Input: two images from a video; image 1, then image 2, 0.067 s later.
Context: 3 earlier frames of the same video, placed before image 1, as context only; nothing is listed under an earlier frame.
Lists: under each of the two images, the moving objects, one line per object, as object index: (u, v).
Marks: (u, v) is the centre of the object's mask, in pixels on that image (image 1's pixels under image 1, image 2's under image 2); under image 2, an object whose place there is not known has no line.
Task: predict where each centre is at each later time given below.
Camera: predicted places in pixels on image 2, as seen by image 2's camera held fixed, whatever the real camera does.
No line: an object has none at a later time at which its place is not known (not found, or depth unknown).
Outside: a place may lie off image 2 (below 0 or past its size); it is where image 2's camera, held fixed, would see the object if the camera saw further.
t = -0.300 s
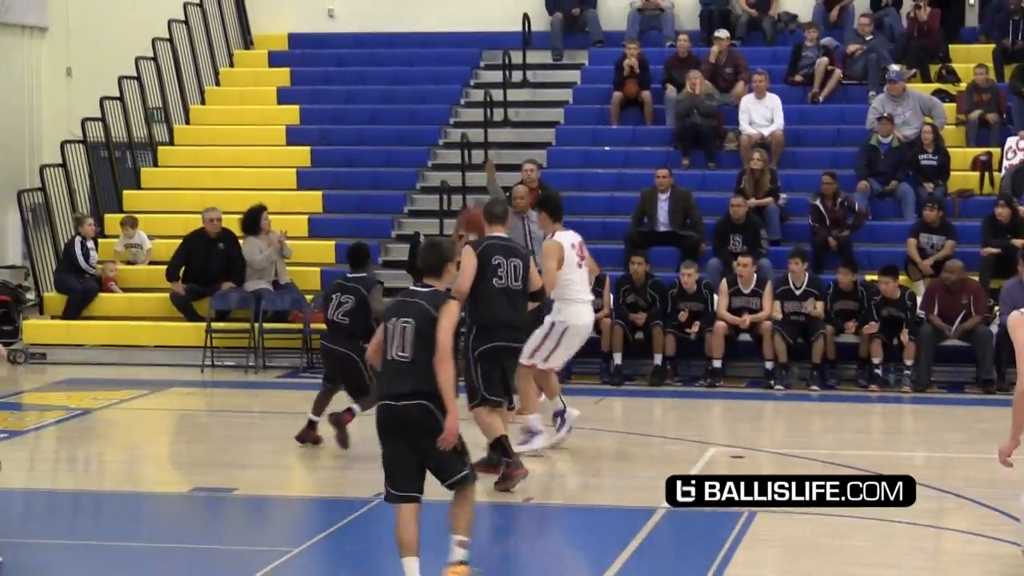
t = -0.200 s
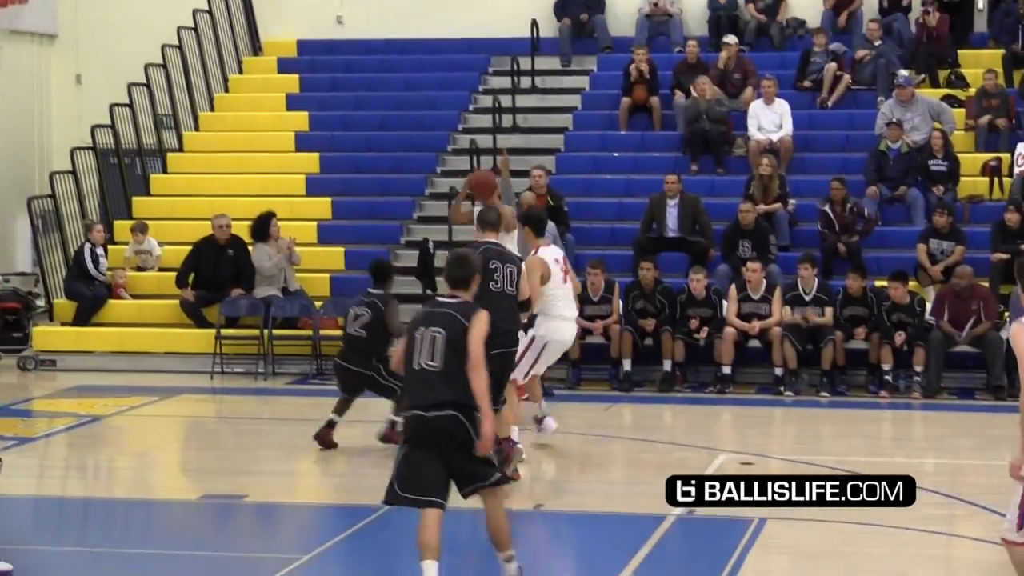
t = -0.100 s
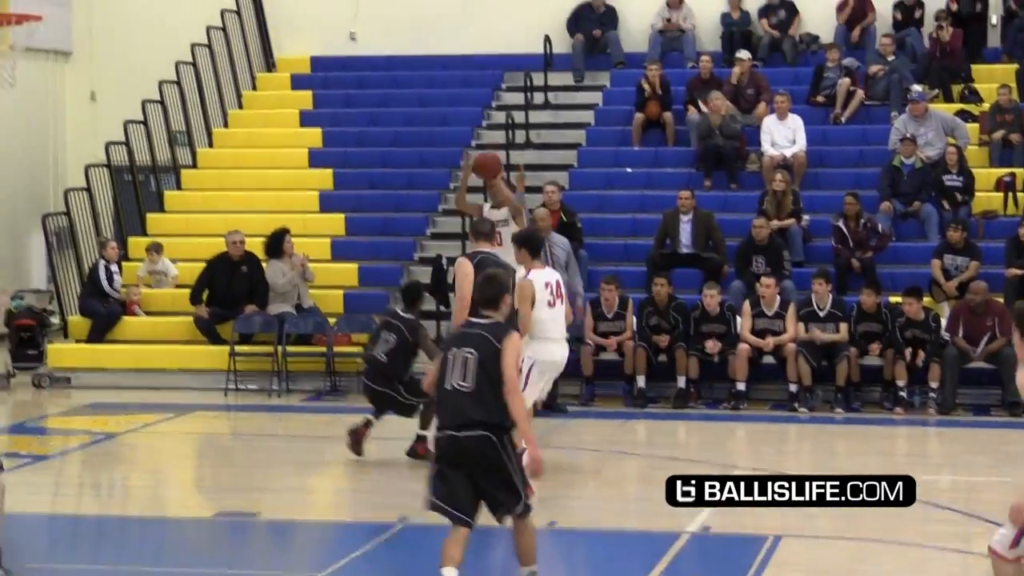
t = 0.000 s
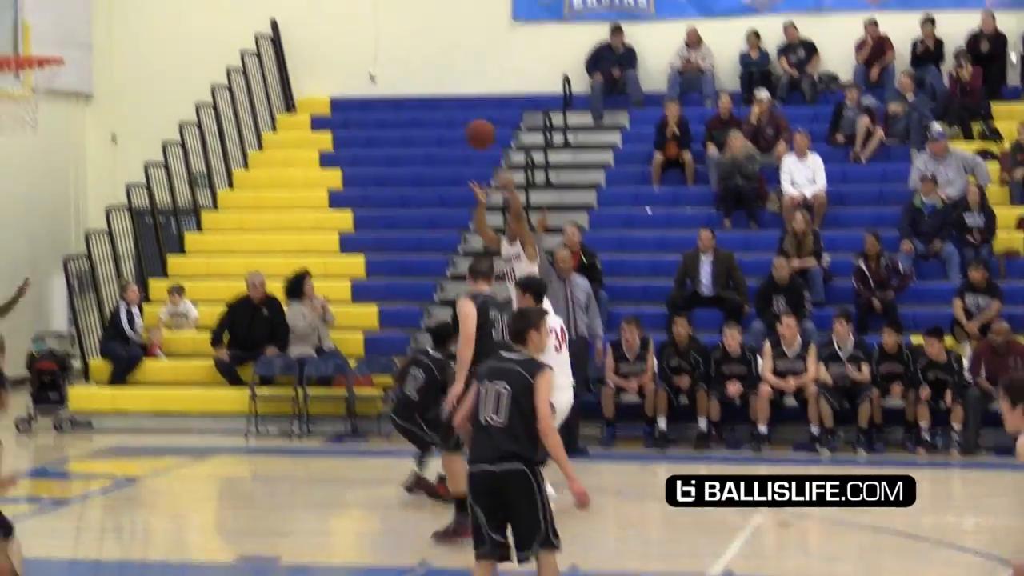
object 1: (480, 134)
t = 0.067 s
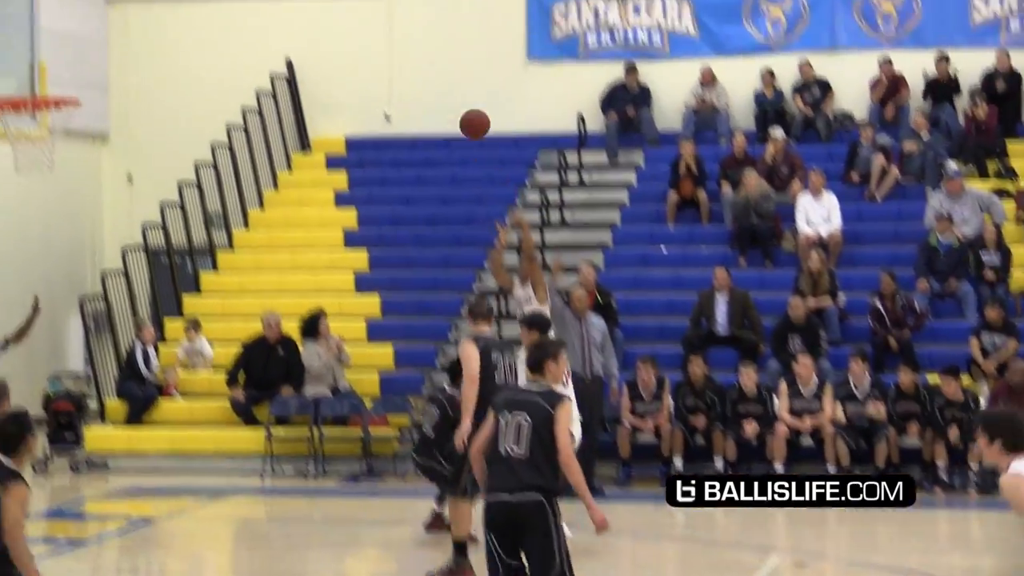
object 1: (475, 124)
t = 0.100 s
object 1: (464, 101)
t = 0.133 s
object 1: (453, 79)
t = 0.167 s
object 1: (444, 57)
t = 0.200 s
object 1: (433, 36)
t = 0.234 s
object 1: (422, 17)
